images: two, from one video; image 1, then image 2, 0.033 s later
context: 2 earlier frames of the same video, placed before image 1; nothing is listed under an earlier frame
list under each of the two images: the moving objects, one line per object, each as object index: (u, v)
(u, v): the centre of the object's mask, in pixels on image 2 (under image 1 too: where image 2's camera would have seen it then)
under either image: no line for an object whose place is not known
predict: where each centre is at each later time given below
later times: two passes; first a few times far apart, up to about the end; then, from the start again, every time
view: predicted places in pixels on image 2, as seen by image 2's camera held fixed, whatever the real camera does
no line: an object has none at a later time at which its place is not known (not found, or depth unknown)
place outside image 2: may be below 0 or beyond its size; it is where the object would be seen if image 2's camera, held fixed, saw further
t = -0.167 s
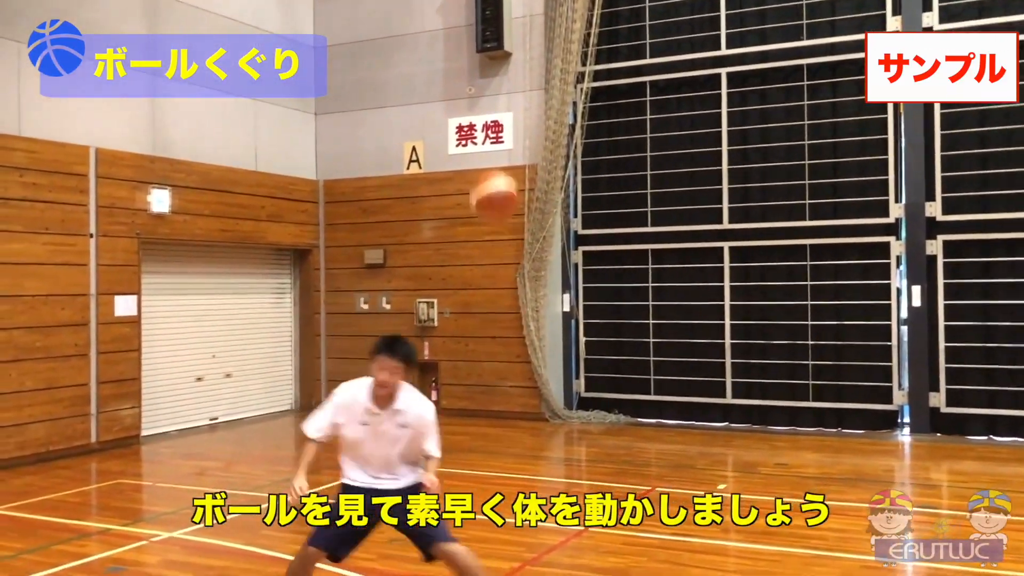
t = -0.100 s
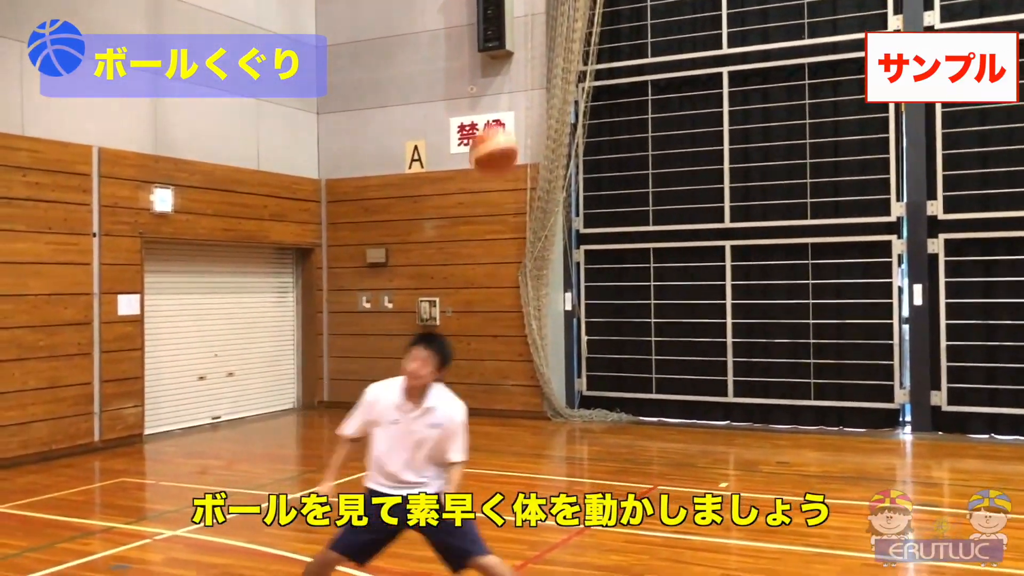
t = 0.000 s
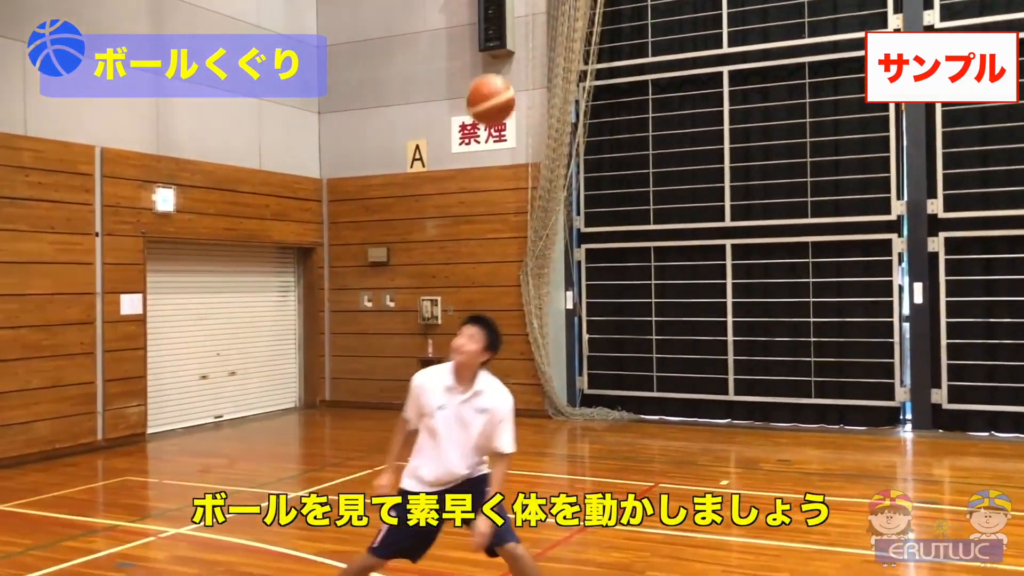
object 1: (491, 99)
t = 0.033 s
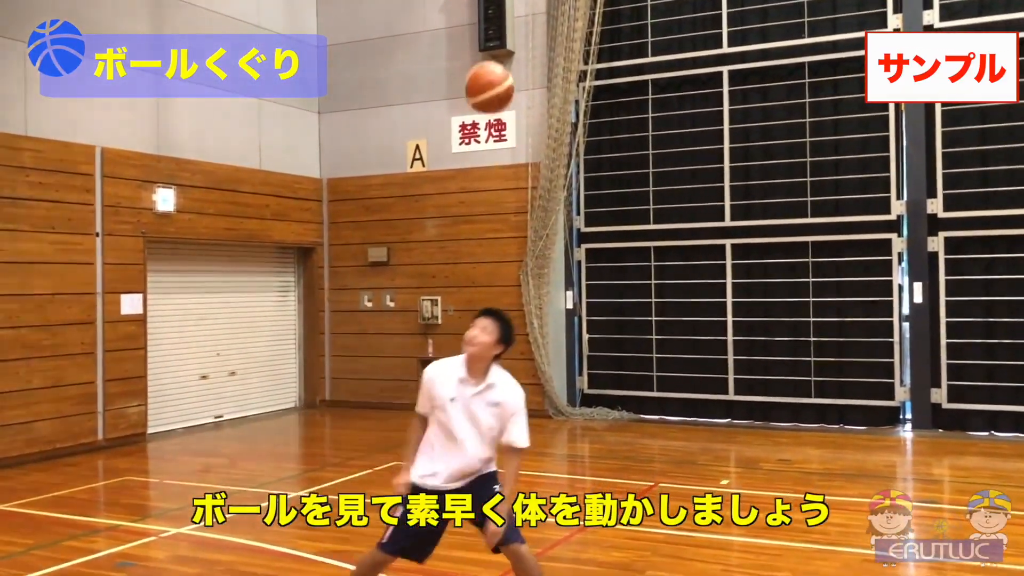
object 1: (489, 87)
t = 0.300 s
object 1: (483, 68)
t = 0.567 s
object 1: (480, 197)
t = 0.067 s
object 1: (488, 77)
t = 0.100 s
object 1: (488, 70)
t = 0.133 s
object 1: (487, 64)
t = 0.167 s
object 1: (486, 61)
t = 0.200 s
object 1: (485, 59)
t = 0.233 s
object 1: (485, 60)
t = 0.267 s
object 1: (484, 63)
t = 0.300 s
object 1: (483, 68)
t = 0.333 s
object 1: (483, 76)
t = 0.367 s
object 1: (482, 85)
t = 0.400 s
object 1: (480, 97)
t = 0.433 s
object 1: (479, 111)
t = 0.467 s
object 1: (481, 131)
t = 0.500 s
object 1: (479, 150)
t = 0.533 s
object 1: (480, 172)
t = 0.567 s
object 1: (480, 197)
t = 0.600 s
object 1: (480, 223)
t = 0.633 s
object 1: (478, 252)
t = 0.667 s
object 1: (480, 282)
